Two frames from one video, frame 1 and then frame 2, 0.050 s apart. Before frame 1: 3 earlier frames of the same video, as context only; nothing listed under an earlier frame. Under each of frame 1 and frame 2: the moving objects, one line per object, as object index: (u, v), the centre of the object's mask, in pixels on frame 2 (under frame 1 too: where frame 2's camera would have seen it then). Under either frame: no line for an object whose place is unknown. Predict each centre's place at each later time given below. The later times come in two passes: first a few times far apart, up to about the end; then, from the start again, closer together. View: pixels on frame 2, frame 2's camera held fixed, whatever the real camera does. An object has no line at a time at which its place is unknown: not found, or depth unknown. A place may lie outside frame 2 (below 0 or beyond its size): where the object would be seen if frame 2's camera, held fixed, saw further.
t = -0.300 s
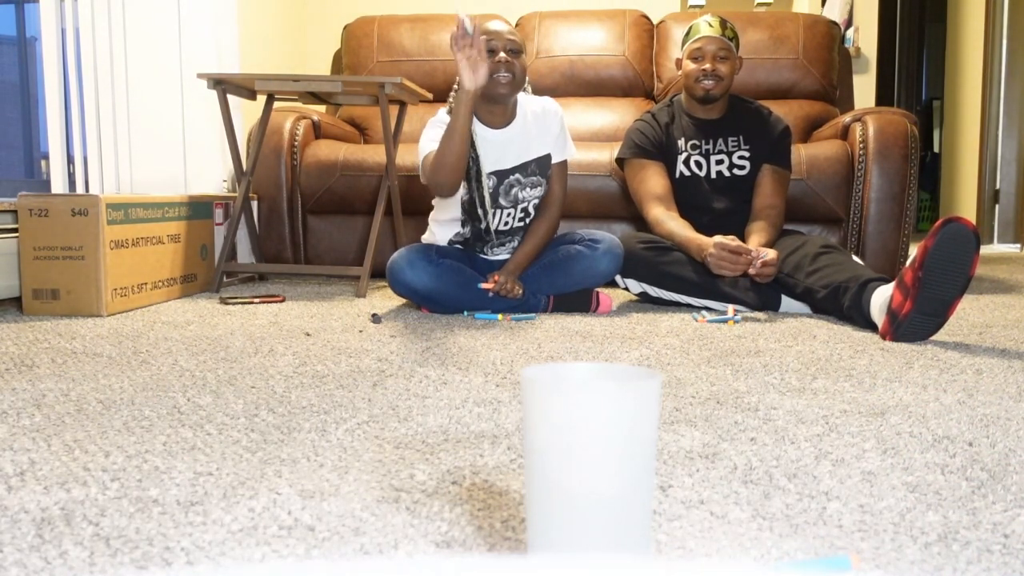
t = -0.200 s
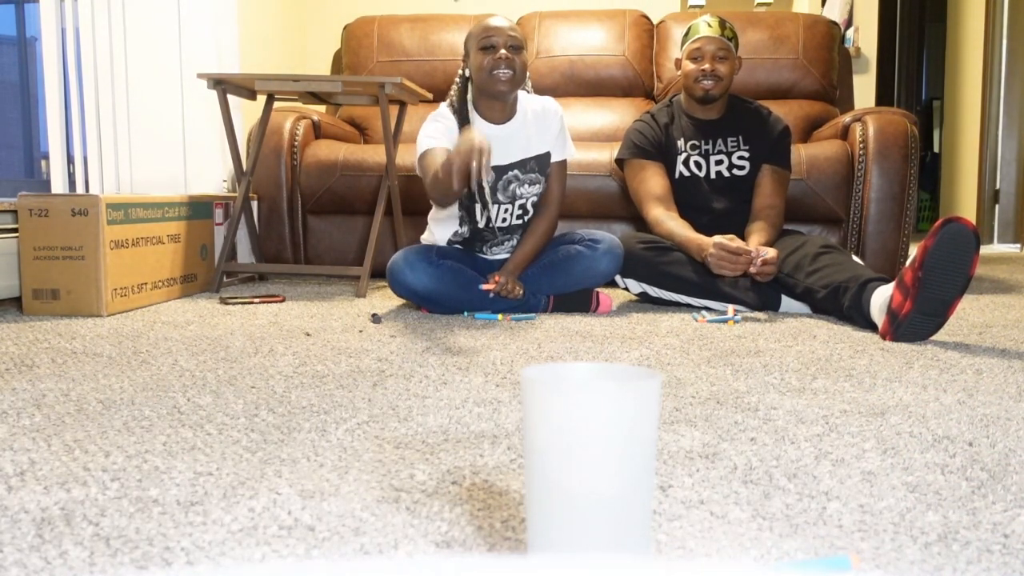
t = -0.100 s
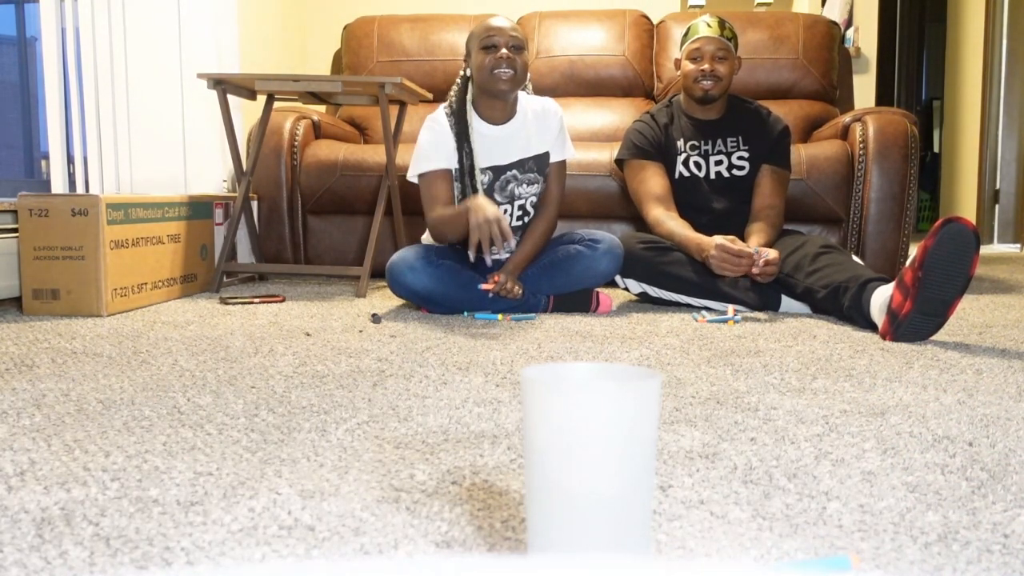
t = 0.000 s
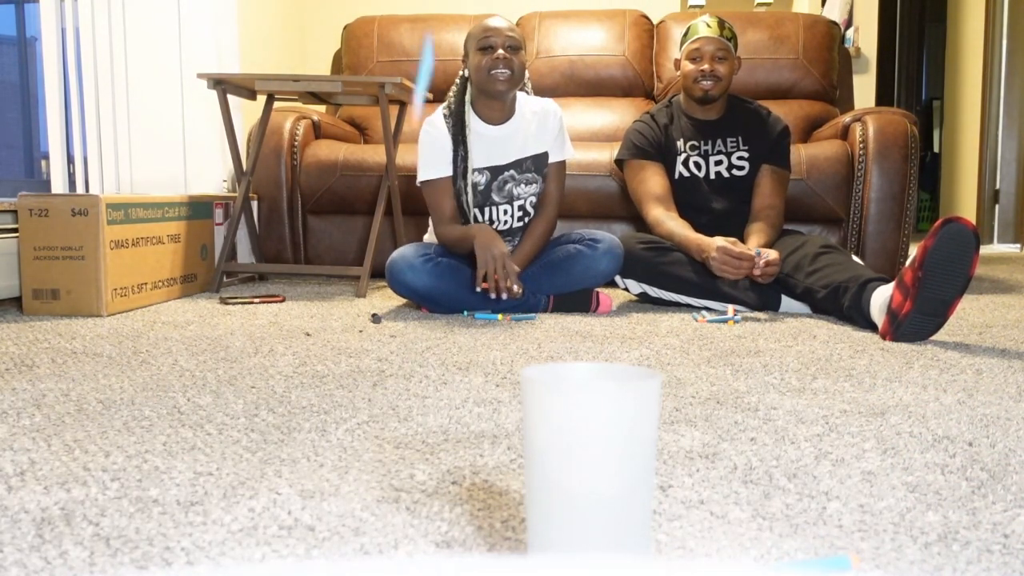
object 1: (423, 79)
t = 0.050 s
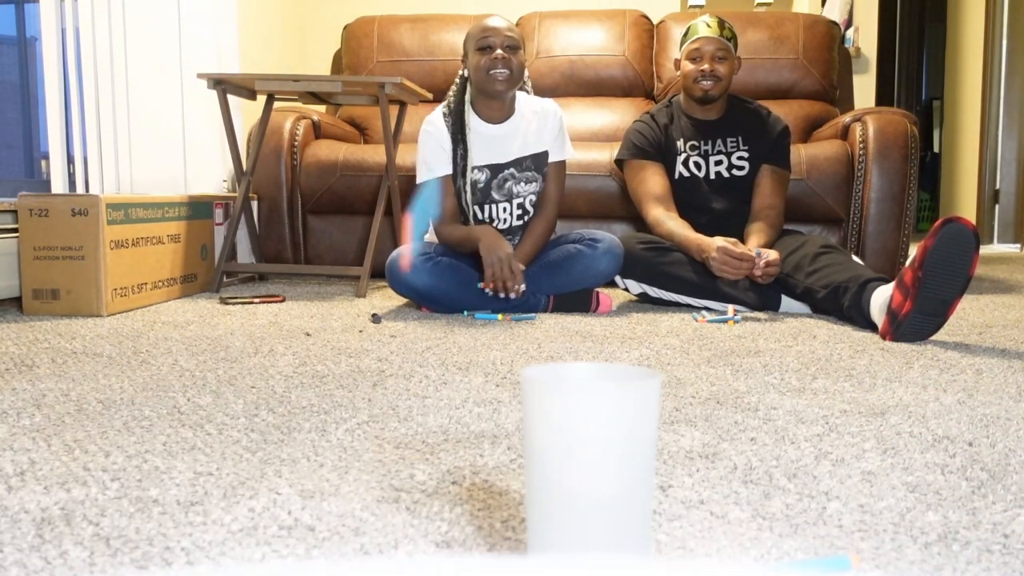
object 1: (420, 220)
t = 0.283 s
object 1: (316, 357)
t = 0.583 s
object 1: (320, 433)
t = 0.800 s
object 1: (335, 483)
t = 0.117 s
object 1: (390, 515)
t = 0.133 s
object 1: (379, 522)
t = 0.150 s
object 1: (372, 487)
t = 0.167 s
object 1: (365, 457)
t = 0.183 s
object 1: (357, 431)
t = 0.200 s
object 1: (348, 408)
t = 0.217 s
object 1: (340, 389)
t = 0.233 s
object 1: (333, 376)
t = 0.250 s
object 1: (327, 366)
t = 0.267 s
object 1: (322, 361)
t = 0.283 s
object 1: (316, 357)
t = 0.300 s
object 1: (312, 359)
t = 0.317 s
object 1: (307, 363)
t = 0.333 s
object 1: (304, 371)
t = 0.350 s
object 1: (300, 382)
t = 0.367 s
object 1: (299, 397)
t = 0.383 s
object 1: (299, 412)
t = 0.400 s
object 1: (297, 430)
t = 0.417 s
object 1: (296, 449)
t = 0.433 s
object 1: (296, 460)
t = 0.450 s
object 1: (295, 465)
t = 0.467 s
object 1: (299, 452)
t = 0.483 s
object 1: (301, 441)
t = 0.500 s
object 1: (304, 433)
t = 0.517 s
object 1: (307, 428)
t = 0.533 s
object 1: (310, 426)
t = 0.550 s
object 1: (313, 426)
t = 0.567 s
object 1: (316, 427)
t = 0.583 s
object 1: (320, 433)
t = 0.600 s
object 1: (323, 440)
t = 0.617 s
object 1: (327, 452)
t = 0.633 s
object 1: (330, 465)
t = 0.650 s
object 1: (331, 477)
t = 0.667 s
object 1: (330, 477)
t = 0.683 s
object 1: (331, 474)
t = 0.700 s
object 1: (332, 474)
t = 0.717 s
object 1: (332, 476)
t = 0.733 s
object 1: (332, 481)
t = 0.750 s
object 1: (333, 484)
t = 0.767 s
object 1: (334, 482)
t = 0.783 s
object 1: (335, 483)
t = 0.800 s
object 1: (335, 483)
